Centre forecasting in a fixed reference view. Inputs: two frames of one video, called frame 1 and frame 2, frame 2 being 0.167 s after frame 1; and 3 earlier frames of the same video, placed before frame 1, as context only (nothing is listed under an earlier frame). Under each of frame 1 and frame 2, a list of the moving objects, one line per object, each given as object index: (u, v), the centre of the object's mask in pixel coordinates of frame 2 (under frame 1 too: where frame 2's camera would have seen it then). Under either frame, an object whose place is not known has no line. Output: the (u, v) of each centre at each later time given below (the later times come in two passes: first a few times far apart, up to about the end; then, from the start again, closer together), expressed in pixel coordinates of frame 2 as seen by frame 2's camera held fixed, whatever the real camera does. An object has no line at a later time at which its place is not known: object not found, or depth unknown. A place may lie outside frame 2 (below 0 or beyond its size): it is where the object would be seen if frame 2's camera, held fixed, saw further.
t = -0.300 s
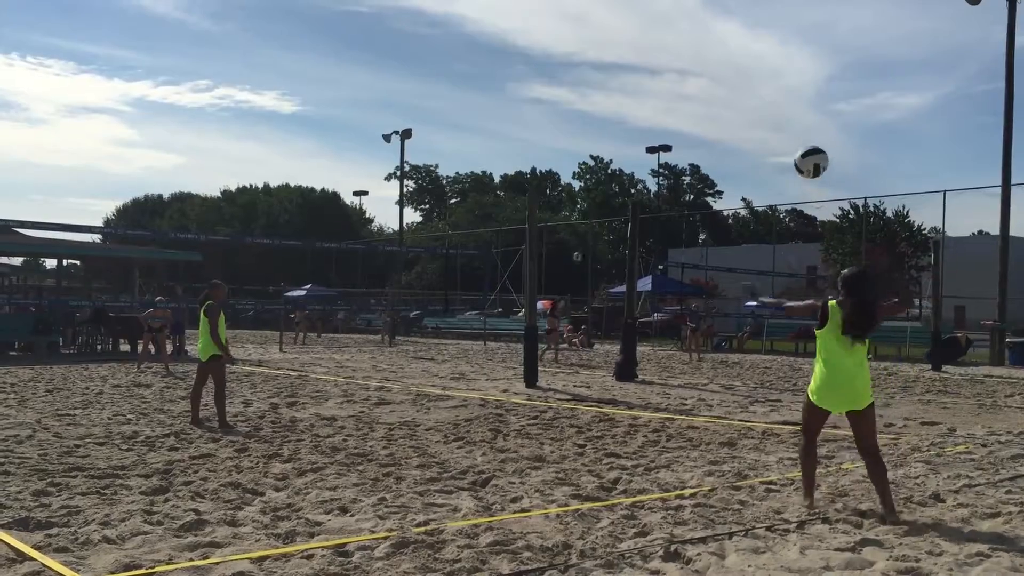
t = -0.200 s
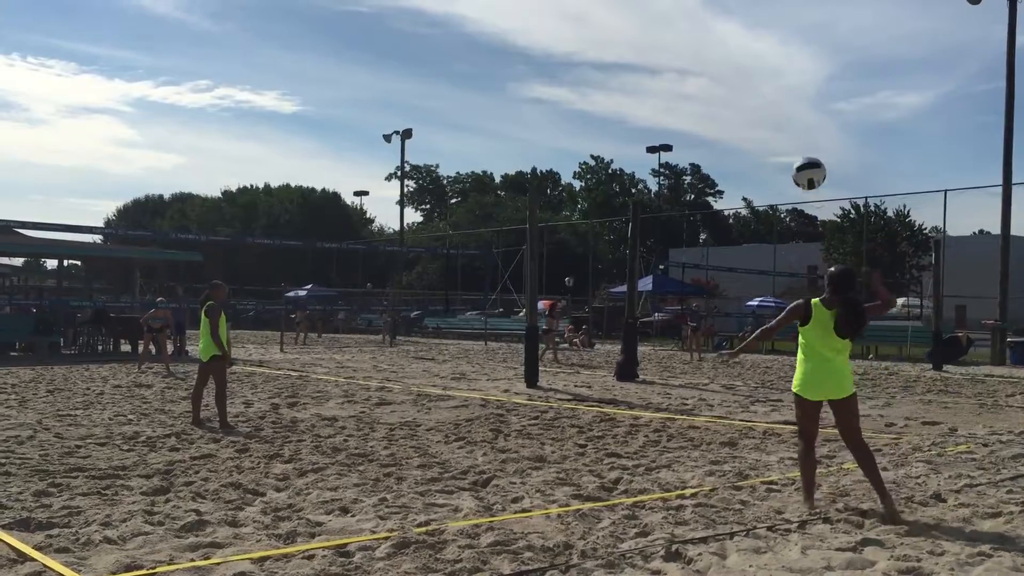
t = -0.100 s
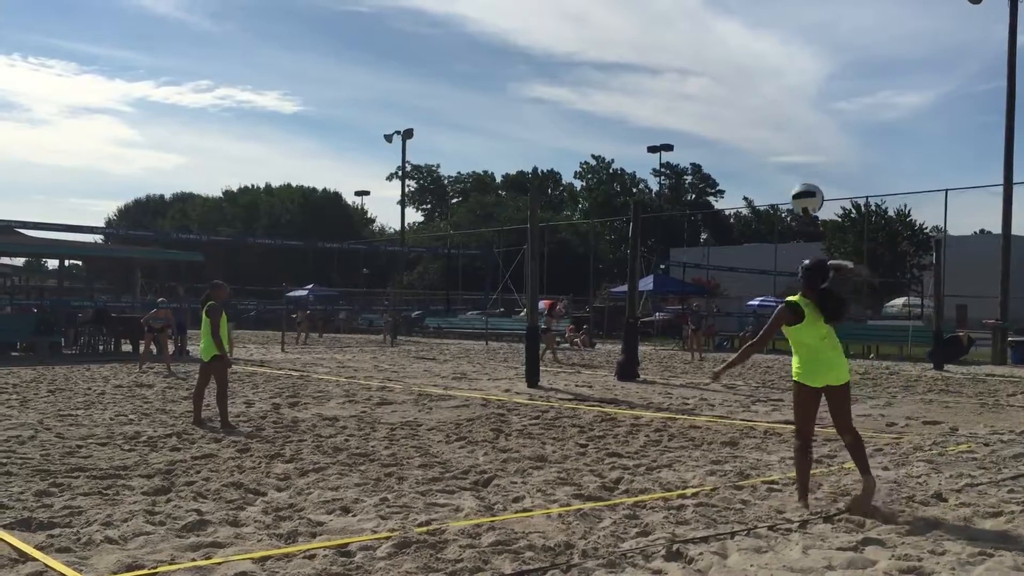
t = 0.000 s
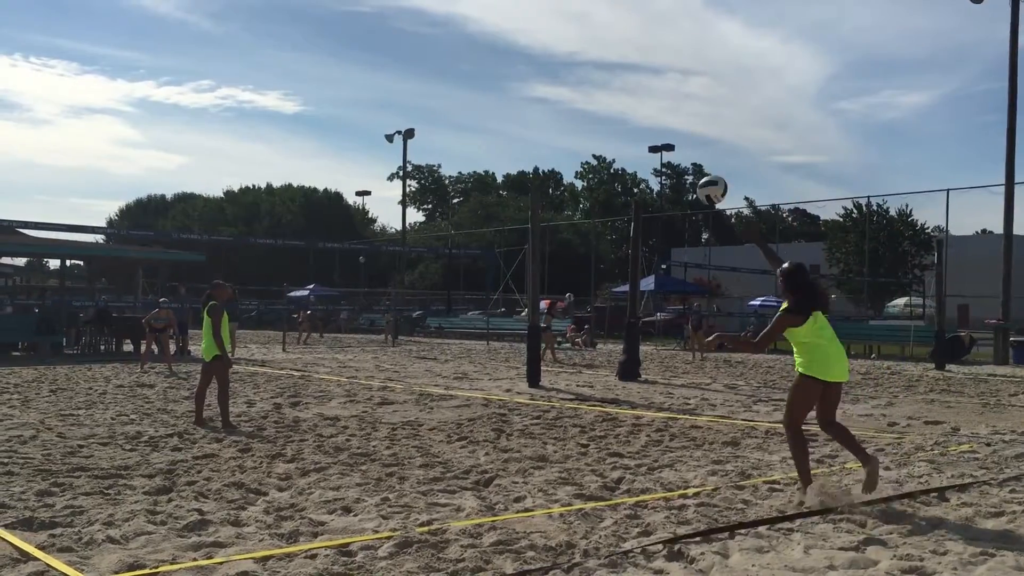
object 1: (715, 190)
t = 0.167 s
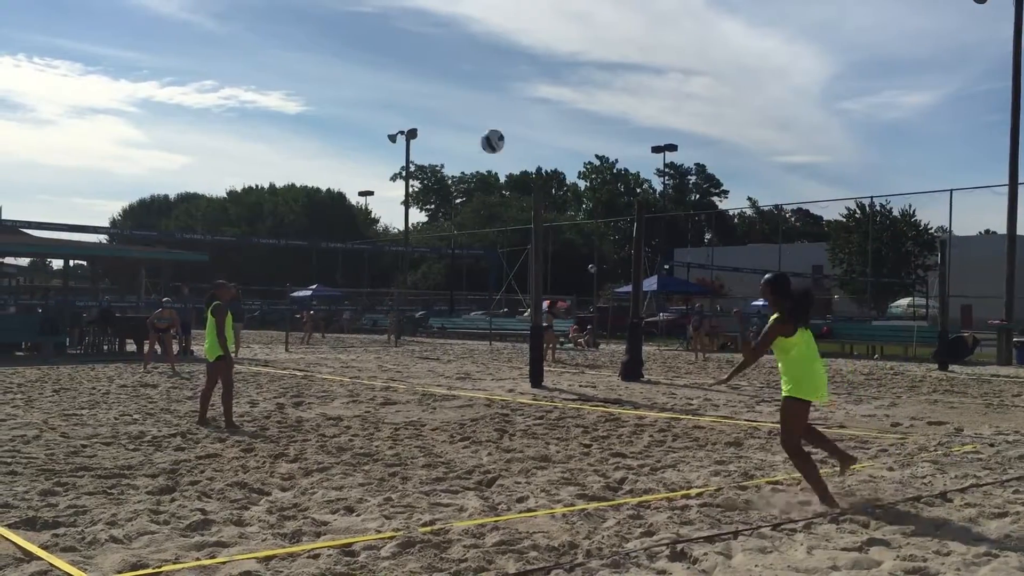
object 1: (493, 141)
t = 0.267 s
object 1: (397, 131)
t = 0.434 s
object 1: (273, 134)
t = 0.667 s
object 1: (142, 169)
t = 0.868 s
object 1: (55, 219)
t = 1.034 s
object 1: (-3, 276)
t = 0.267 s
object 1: (397, 131)
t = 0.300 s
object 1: (369, 129)
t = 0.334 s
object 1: (342, 129)
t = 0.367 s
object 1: (318, 130)
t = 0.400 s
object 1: (295, 131)
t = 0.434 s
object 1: (273, 134)
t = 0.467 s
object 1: (252, 137)
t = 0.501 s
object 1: (231, 141)
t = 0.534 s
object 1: (212, 145)
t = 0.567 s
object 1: (194, 150)
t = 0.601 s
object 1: (176, 156)
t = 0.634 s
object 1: (159, 162)
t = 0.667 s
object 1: (142, 169)
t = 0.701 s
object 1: (126, 176)
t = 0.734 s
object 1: (111, 184)
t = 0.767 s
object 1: (96, 192)
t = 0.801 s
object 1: (82, 201)
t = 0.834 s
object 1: (68, 211)
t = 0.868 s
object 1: (55, 219)
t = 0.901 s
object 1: (42, 233)
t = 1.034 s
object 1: (-3, 276)
